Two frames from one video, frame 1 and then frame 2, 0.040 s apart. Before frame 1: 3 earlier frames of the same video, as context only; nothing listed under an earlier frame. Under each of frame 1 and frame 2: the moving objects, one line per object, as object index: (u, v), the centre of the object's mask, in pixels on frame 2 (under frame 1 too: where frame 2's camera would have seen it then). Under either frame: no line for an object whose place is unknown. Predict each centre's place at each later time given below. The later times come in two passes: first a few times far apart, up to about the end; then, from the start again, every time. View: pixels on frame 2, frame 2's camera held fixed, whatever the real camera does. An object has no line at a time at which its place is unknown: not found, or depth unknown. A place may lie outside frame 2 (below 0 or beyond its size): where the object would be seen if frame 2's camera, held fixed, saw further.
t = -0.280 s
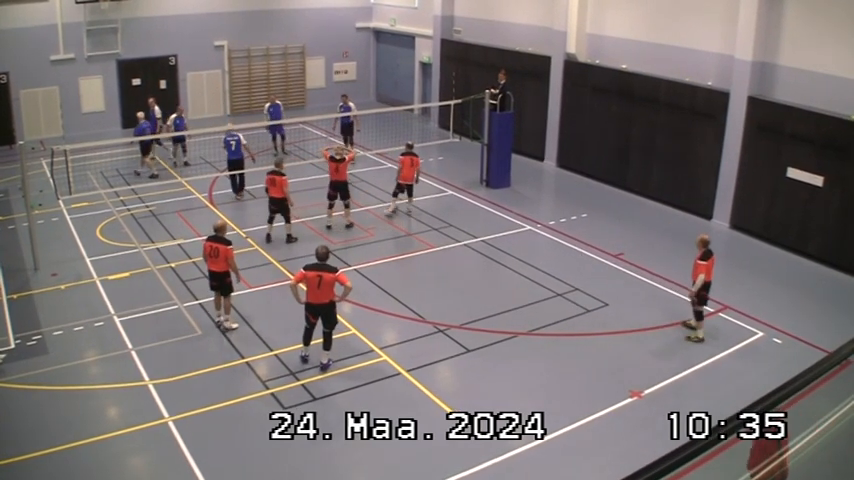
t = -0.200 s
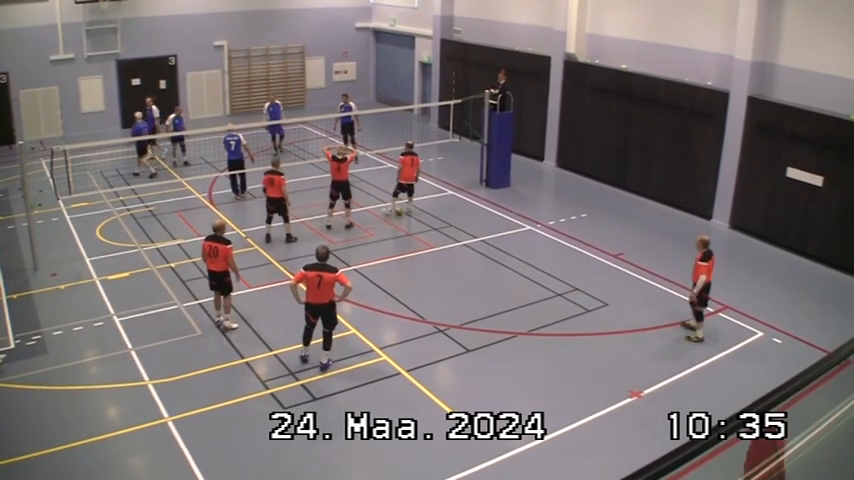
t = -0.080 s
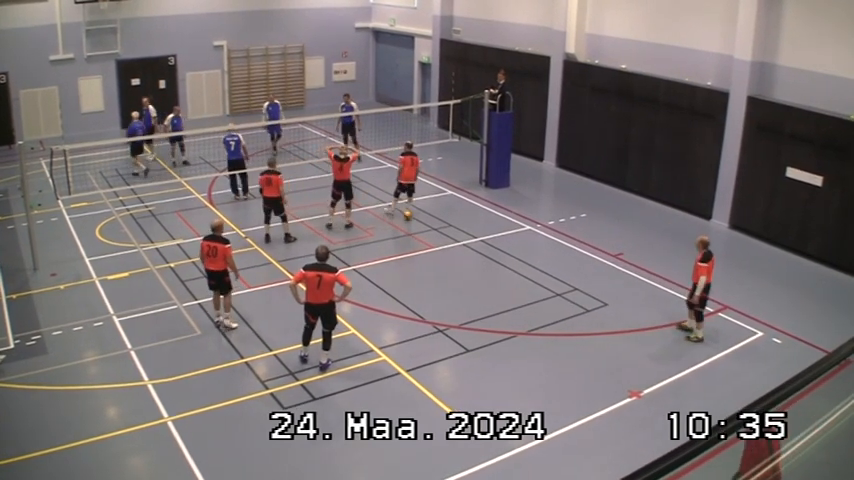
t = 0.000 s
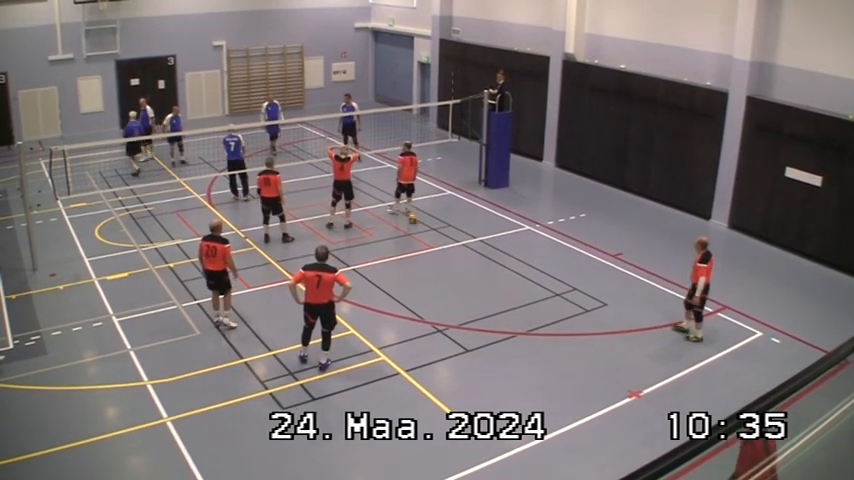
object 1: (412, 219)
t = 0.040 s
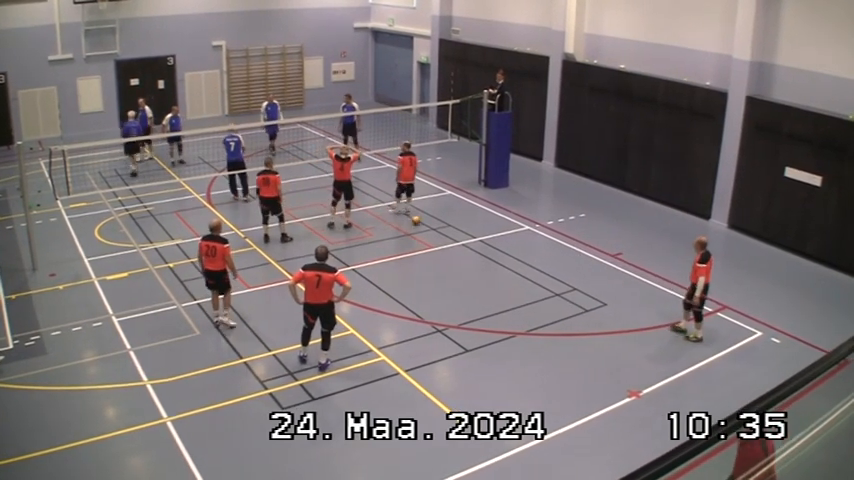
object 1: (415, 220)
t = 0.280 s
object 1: (435, 230)
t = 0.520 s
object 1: (455, 239)
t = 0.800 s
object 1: (479, 250)
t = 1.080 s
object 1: (506, 264)
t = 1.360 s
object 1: (532, 277)
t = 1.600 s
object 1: (557, 290)
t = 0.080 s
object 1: (419, 221)
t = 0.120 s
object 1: (421, 223)
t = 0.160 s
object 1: (426, 225)
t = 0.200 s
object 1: (428, 226)
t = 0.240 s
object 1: (432, 228)
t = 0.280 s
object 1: (435, 230)
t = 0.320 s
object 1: (438, 231)
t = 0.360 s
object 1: (441, 233)
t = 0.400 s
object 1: (445, 235)
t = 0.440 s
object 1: (448, 236)
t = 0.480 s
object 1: (452, 238)
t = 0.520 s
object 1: (455, 239)
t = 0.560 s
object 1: (459, 241)
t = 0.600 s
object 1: (462, 243)
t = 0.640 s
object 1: (466, 245)
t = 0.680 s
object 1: (469, 246)
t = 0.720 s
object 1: (473, 248)
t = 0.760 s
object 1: (476, 249)
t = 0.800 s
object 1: (479, 250)
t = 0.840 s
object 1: (483, 253)
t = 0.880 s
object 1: (487, 254)
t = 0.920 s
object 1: (490, 256)
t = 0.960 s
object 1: (494, 258)
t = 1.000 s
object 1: (498, 260)
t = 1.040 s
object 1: (501, 262)
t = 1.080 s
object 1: (506, 264)
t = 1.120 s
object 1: (509, 266)
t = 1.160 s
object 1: (513, 267)
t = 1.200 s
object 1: (517, 270)
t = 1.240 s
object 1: (521, 271)
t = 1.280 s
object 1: (524, 273)
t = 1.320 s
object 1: (528, 275)
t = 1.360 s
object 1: (532, 277)
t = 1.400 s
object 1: (536, 279)
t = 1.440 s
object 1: (540, 281)
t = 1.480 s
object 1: (545, 283)
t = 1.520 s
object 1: (549, 286)
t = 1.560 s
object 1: (553, 287)
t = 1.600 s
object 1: (557, 290)
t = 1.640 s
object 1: (560, 291)
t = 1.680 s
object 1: (565, 293)
